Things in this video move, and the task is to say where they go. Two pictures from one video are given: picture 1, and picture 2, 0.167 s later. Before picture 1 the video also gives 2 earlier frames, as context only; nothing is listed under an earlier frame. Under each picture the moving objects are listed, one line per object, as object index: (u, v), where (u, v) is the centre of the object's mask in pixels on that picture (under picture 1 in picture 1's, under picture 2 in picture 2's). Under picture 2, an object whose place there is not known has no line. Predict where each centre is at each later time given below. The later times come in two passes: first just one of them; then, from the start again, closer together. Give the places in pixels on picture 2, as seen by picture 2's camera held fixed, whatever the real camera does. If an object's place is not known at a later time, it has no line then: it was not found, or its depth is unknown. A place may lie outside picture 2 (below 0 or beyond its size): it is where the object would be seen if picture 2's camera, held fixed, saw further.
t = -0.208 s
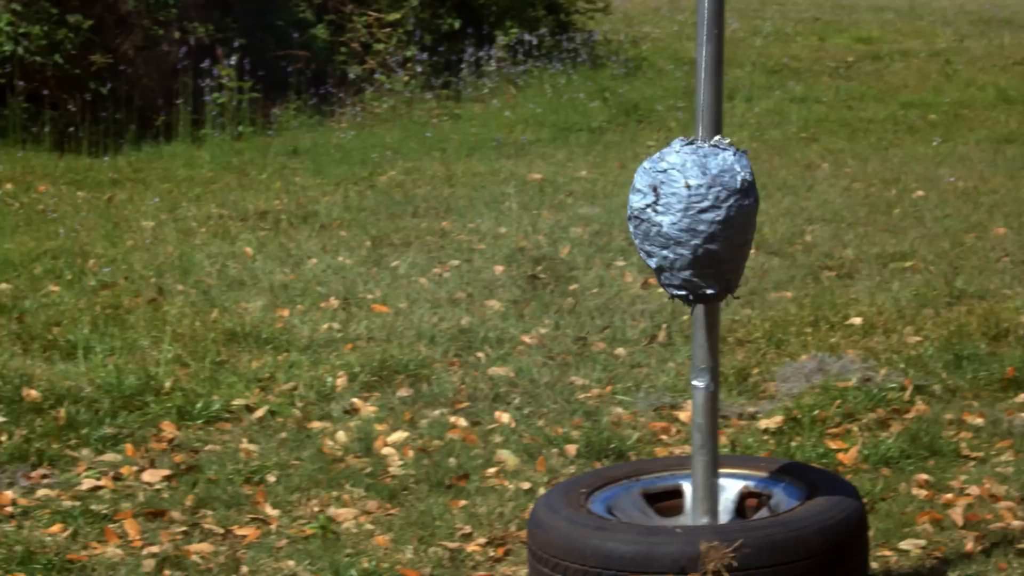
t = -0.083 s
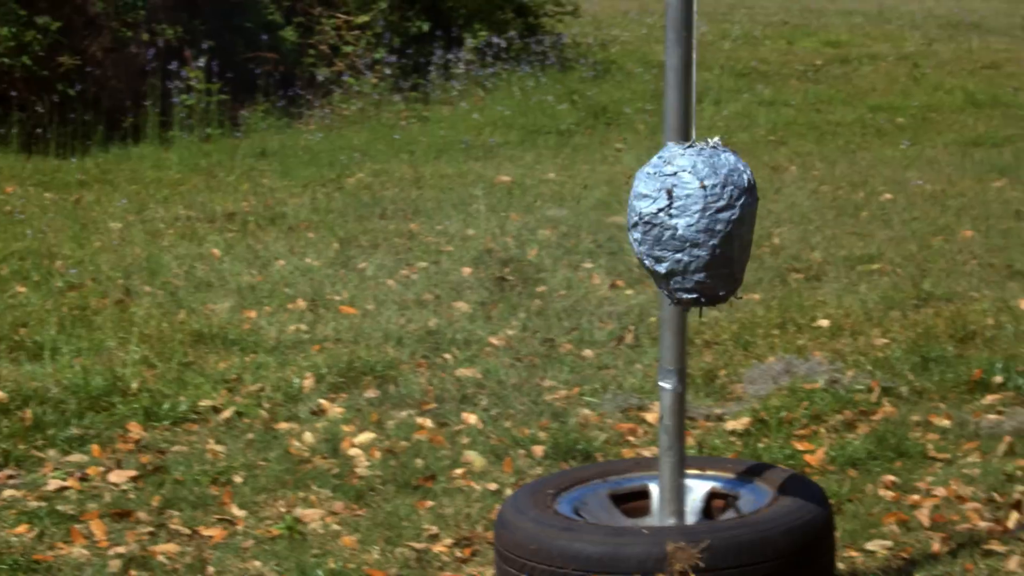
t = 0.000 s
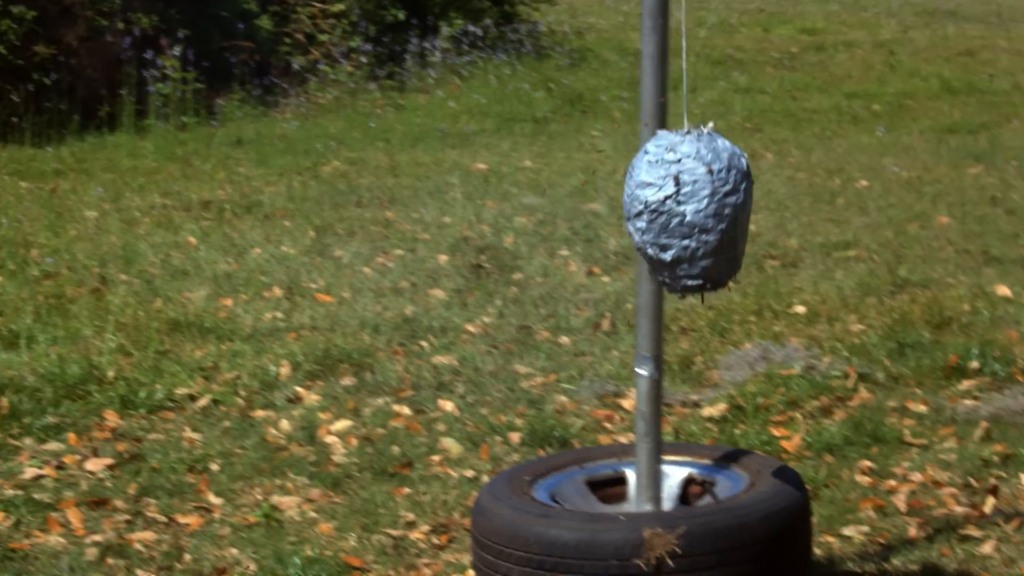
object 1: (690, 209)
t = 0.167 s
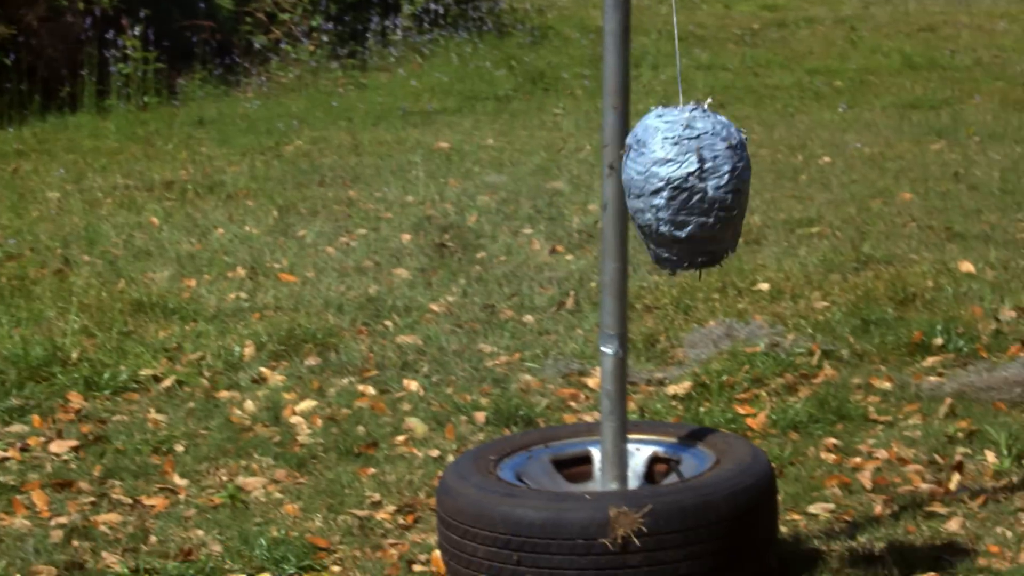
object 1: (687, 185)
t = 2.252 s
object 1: (643, 159)
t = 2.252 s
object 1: (643, 159)
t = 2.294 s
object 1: (640, 161)
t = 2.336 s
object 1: (638, 162)
